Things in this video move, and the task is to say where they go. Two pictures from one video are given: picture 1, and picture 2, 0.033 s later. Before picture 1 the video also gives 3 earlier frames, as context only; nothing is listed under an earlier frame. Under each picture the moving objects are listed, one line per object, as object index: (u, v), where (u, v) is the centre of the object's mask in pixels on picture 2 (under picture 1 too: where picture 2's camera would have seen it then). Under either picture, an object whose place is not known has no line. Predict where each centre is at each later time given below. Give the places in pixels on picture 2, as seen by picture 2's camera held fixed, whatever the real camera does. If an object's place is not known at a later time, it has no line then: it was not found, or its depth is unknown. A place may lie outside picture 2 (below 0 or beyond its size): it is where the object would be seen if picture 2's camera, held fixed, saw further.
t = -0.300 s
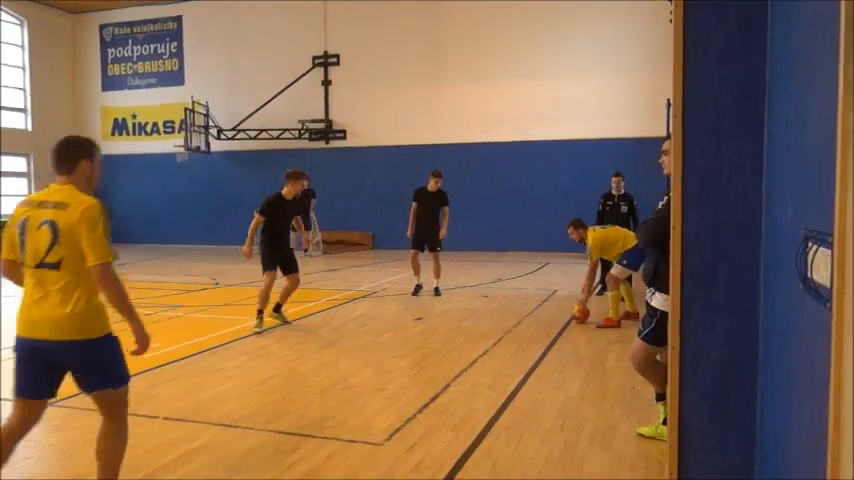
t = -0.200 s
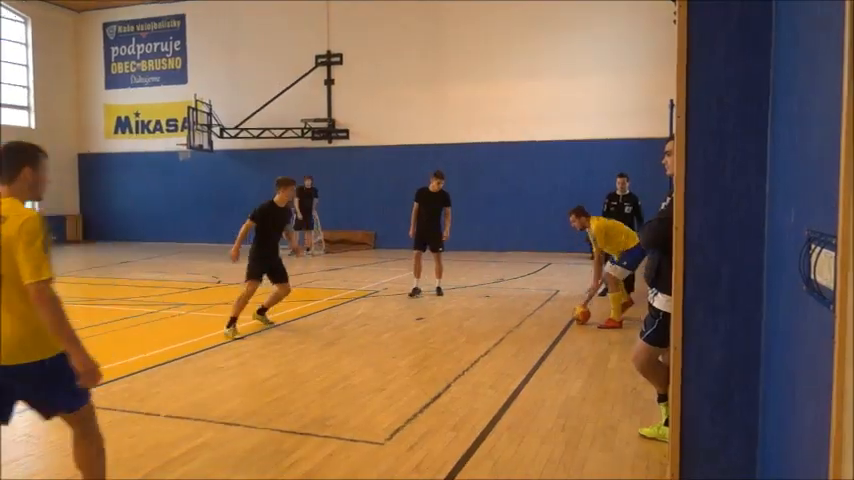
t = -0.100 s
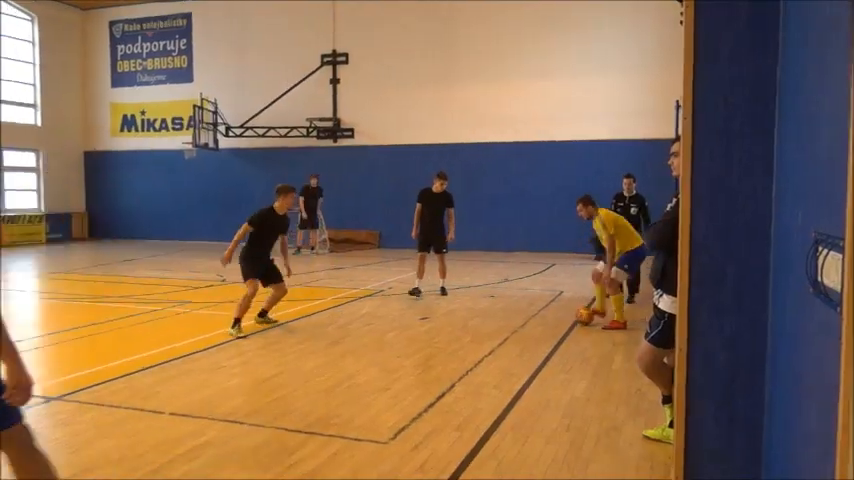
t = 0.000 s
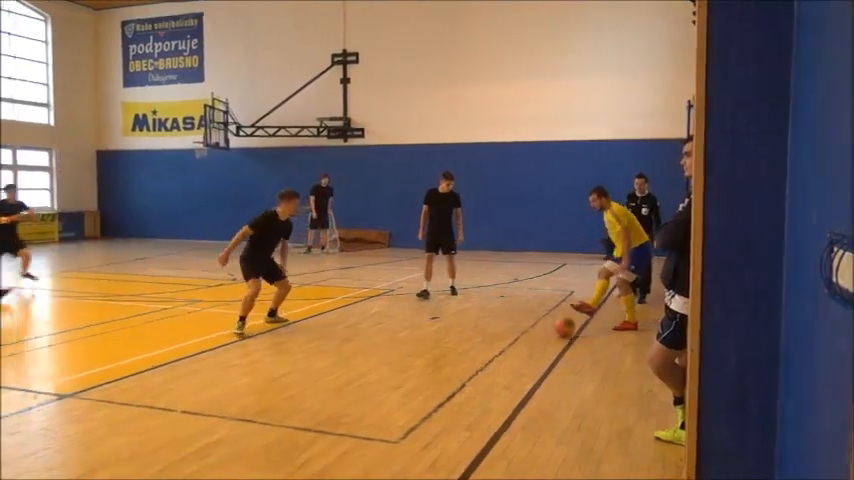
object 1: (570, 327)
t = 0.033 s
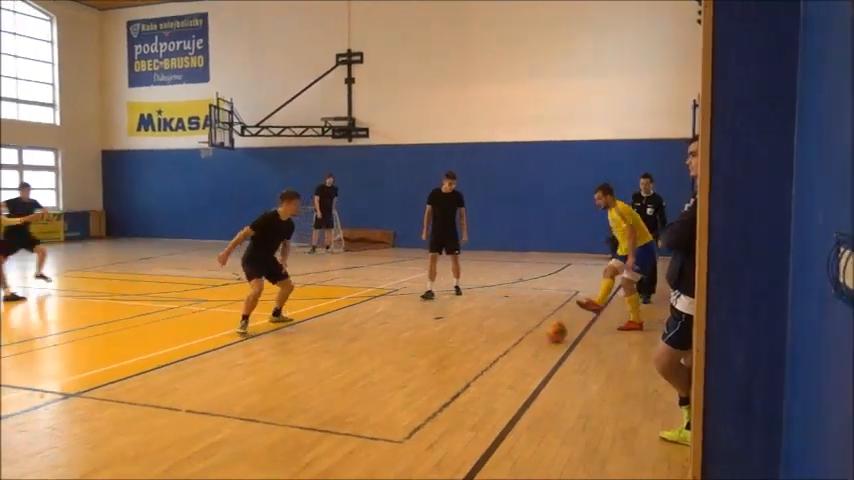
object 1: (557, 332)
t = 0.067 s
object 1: (537, 339)
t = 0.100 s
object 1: (522, 344)
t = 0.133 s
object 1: (507, 349)
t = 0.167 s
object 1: (484, 358)
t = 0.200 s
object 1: (466, 364)
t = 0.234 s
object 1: (446, 371)
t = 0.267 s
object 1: (419, 382)
